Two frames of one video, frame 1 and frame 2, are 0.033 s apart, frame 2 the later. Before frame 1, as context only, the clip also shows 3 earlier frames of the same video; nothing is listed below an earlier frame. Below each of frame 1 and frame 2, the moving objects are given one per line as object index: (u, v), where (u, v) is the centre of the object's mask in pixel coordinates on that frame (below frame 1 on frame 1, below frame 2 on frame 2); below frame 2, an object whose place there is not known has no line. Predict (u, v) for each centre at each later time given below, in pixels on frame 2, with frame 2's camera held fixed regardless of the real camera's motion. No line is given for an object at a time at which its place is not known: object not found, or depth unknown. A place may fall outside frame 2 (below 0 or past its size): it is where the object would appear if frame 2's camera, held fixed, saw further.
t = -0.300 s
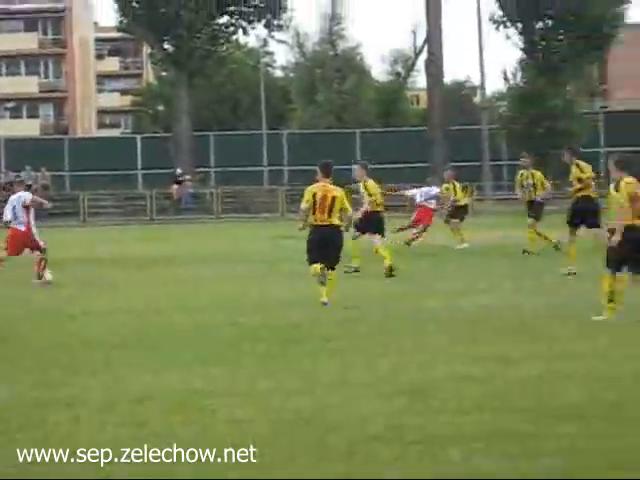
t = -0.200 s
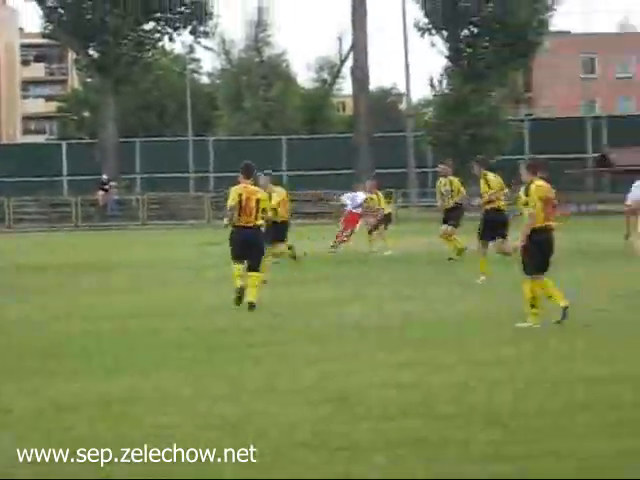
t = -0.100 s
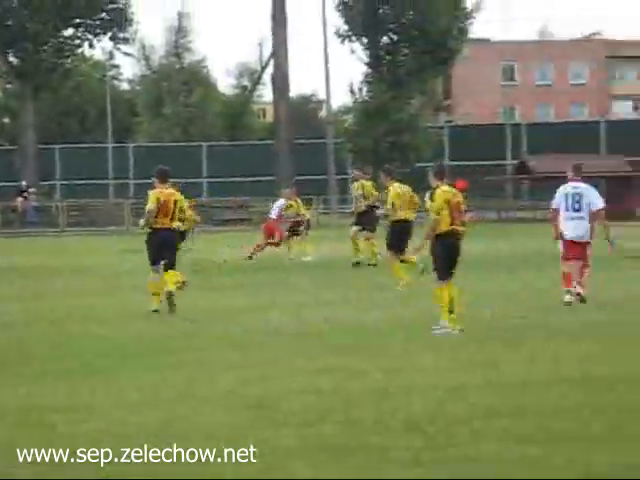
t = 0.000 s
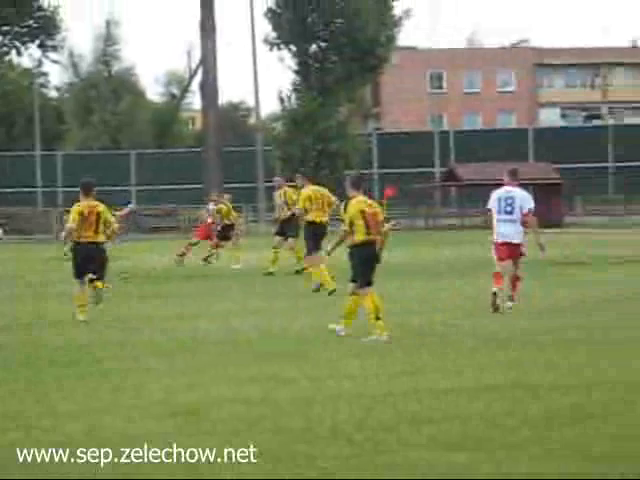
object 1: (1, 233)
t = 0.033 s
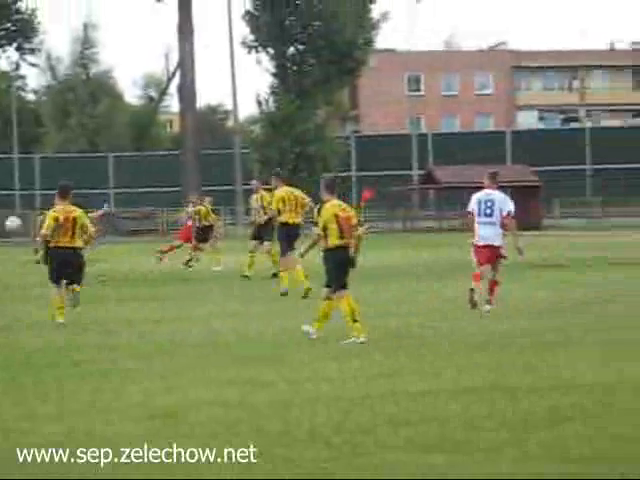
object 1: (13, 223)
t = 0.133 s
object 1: (127, 192)
